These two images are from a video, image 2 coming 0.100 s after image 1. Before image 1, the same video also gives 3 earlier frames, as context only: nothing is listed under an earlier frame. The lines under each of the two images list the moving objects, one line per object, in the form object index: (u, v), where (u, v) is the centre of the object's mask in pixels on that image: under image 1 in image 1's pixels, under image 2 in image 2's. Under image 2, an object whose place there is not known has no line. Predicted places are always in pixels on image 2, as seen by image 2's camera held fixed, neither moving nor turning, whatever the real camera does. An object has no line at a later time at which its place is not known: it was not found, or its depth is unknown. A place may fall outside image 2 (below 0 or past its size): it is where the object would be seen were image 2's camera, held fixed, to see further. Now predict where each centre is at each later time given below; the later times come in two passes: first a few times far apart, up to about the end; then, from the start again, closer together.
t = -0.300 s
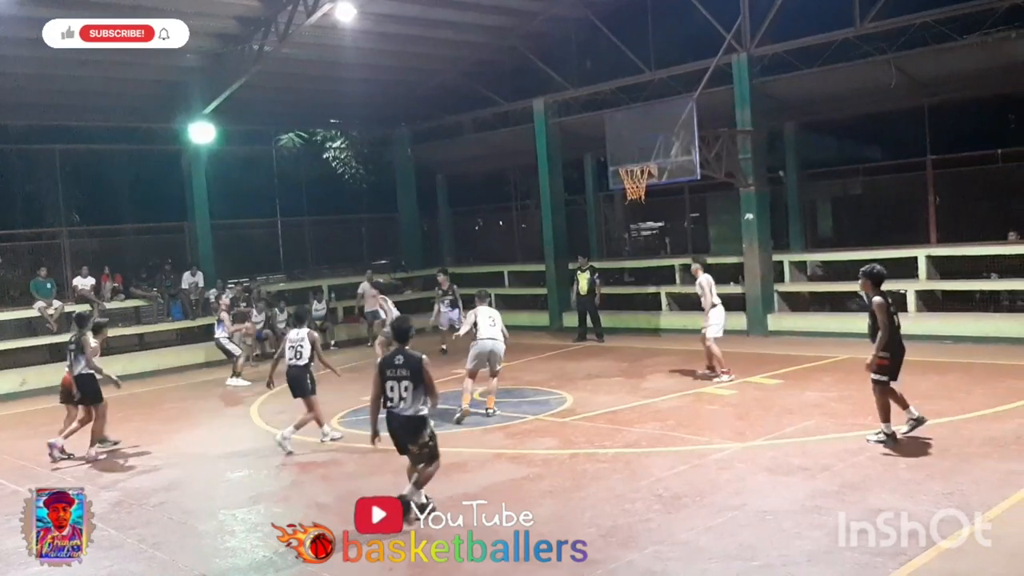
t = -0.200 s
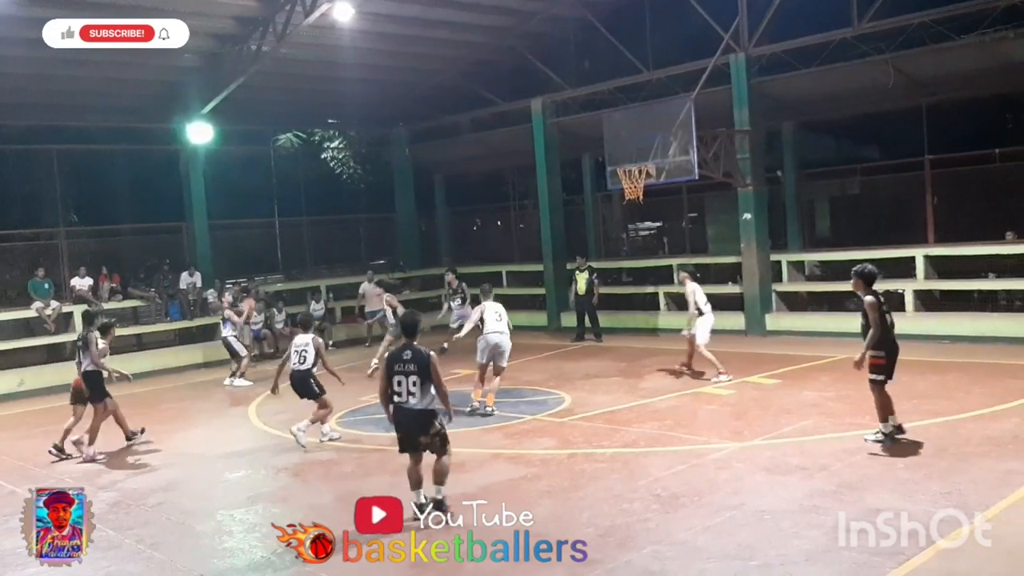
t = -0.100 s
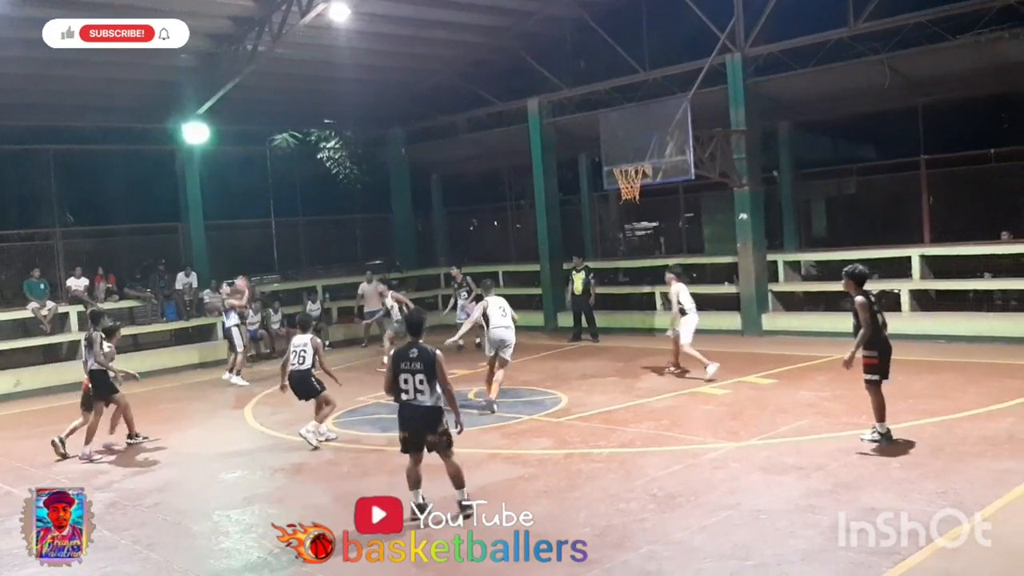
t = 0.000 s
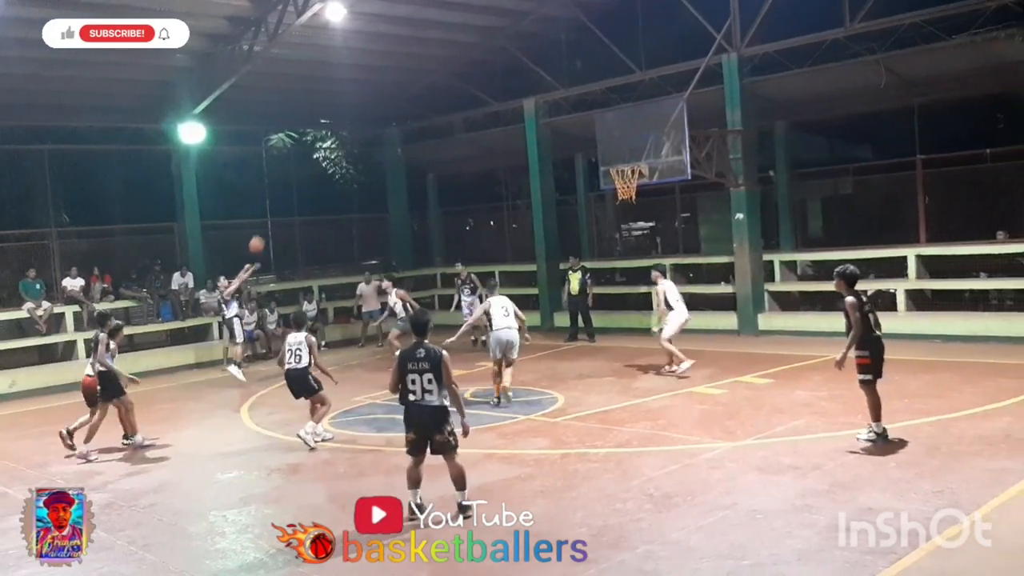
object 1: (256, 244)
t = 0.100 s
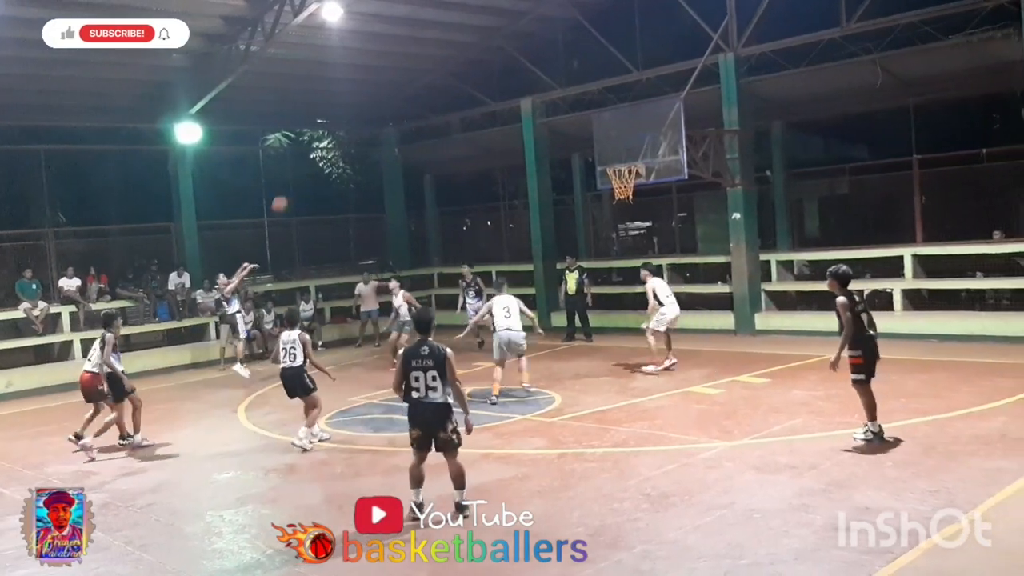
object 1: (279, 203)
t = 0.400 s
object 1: (361, 116)
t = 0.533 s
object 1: (400, 93)
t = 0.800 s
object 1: (479, 82)
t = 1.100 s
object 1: (574, 122)
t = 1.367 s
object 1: (636, 187)
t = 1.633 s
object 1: (634, 231)
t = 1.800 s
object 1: (637, 281)
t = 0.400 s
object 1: (361, 116)
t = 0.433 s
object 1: (371, 110)
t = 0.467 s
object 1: (381, 104)
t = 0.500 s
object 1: (391, 99)
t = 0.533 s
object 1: (400, 93)
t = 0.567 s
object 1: (409, 90)
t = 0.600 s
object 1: (419, 86)
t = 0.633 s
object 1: (429, 83)
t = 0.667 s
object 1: (438, 81)
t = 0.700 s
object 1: (448, 81)
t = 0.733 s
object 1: (458, 81)
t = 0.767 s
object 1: (469, 81)
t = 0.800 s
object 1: (479, 82)
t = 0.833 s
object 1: (489, 84)
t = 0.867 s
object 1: (500, 87)
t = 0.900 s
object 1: (510, 90)
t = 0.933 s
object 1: (520, 93)
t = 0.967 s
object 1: (530, 98)
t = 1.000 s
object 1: (541, 104)
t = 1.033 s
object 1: (551, 109)
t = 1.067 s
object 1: (563, 115)
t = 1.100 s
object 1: (574, 122)
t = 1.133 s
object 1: (584, 131)
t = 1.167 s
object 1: (595, 139)
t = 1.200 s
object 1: (606, 148)
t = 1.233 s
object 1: (617, 158)
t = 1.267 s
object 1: (627, 170)
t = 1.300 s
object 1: (632, 176)
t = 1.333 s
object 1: (634, 181)
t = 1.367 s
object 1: (636, 187)
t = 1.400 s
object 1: (635, 189)
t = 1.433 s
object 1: (635, 192)
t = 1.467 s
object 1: (634, 199)
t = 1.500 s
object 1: (634, 204)
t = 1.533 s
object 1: (634, 210)
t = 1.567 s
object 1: (634, 217)
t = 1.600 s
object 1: (634, 223)
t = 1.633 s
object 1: (634, 231)
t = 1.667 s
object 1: (635, 241)
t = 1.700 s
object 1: (635, 250)
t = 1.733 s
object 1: (636, 260)
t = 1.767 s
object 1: (637, 272)
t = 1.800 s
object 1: (637, 281)
